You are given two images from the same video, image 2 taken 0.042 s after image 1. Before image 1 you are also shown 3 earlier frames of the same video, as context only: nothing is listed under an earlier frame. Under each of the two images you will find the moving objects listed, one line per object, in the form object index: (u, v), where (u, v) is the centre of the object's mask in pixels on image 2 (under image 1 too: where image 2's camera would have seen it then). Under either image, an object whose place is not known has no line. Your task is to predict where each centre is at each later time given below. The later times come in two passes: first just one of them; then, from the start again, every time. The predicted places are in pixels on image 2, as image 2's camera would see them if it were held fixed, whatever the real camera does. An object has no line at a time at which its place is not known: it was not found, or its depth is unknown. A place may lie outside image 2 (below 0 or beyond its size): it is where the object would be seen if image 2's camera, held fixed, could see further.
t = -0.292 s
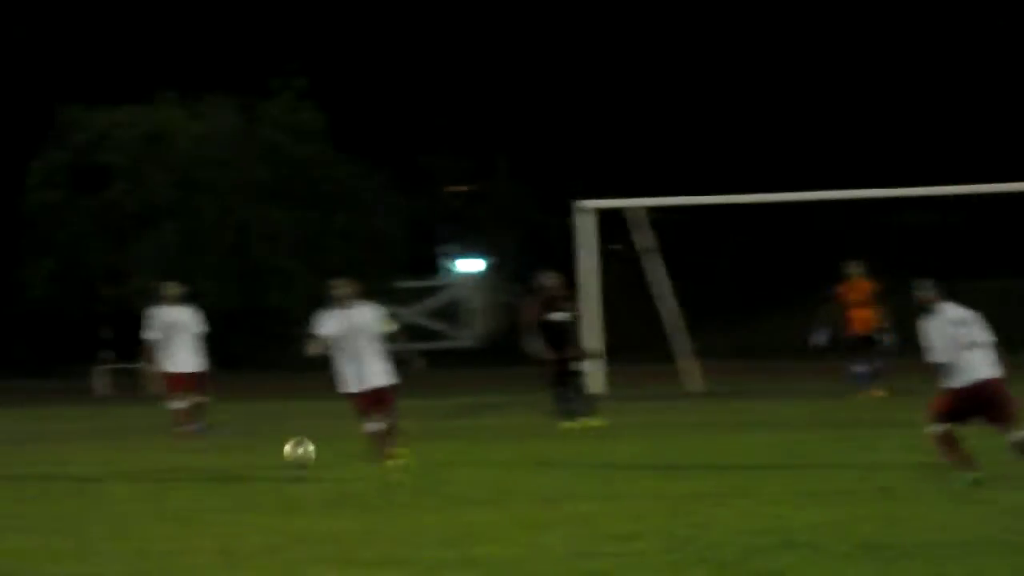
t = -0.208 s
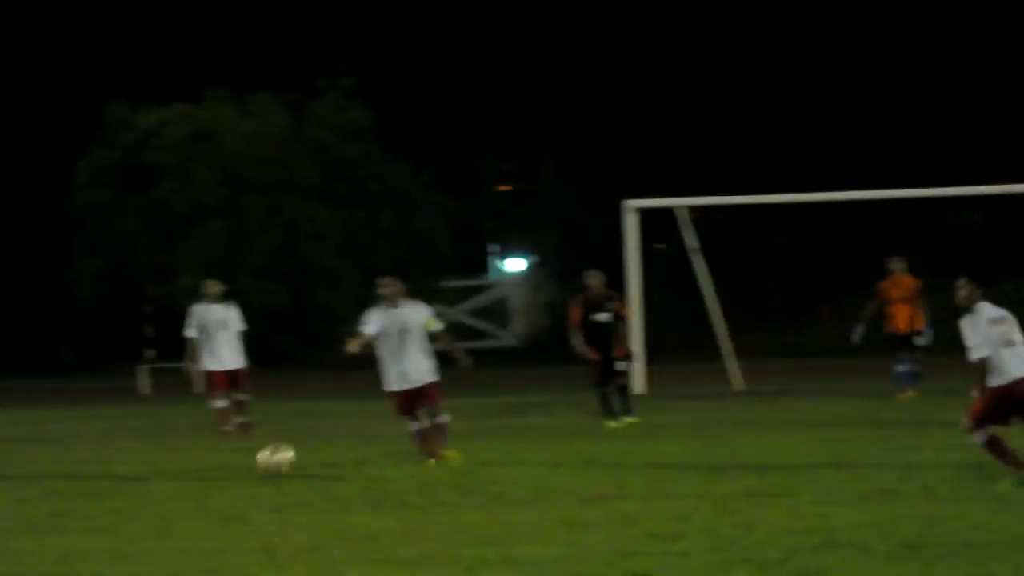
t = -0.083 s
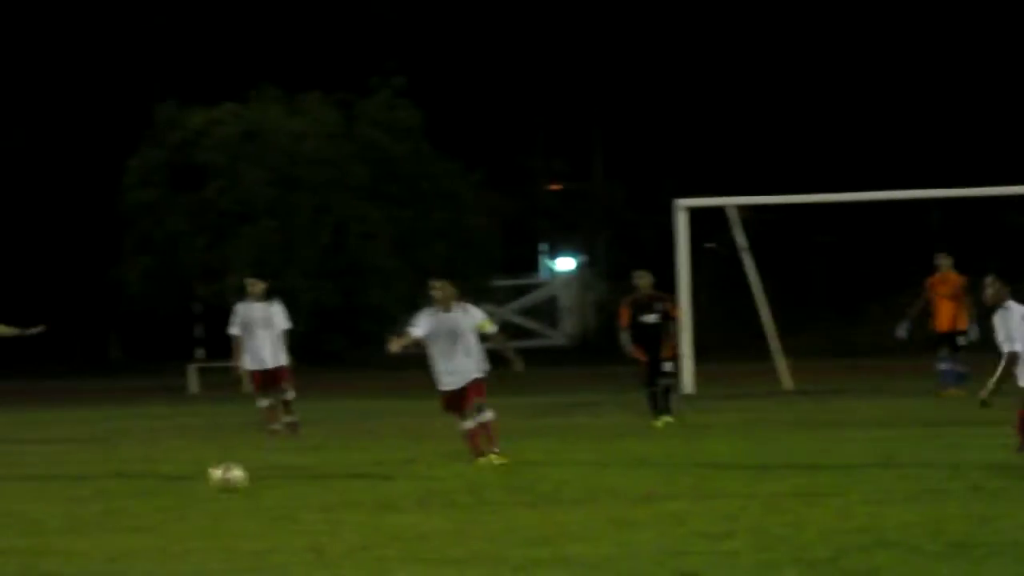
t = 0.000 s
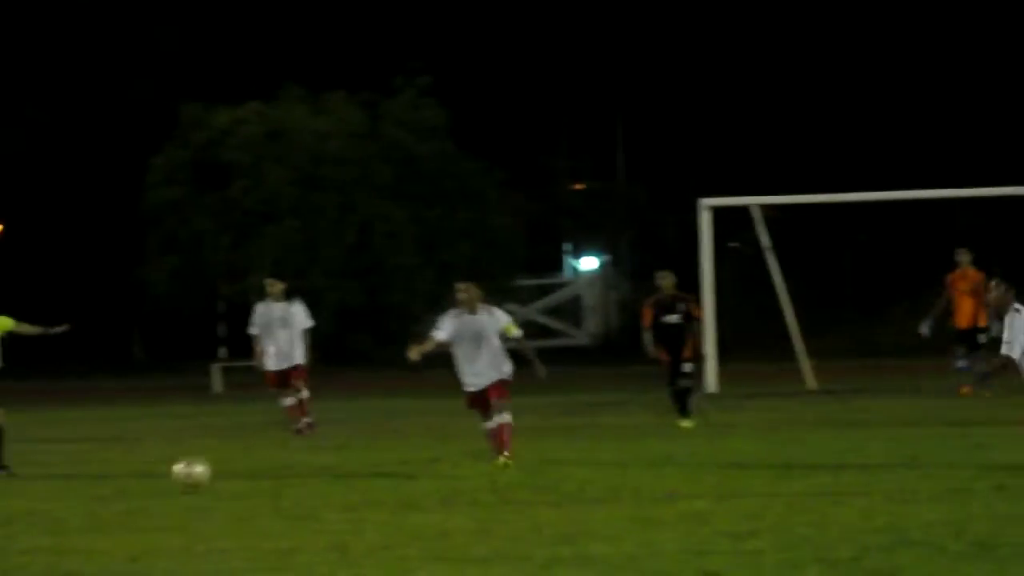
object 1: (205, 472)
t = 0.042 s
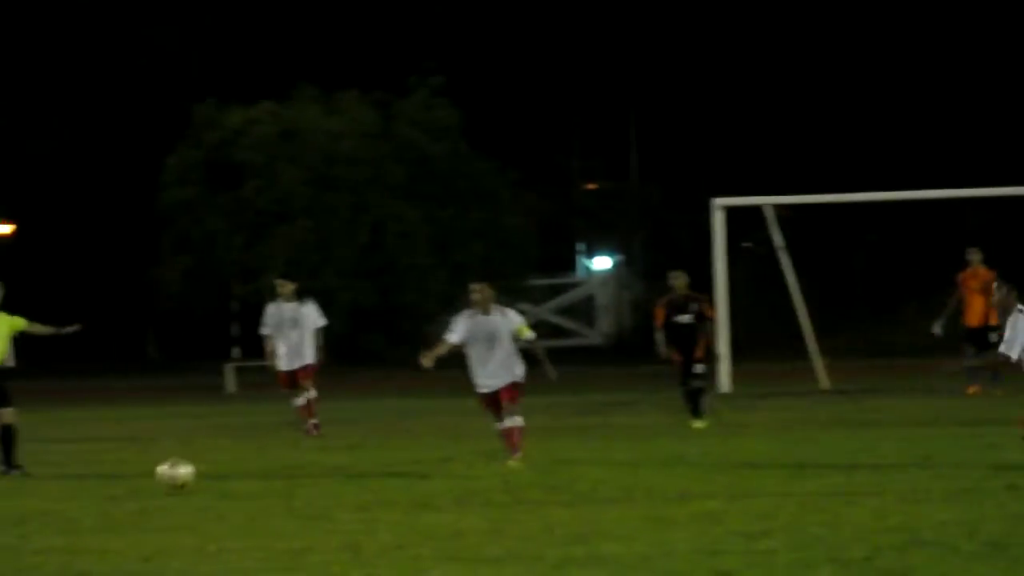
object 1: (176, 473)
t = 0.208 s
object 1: (58, 486)
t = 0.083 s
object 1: (145, 478)
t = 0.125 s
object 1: (116, 484)
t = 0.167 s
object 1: (86, 488)
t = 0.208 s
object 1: (58, 486)
